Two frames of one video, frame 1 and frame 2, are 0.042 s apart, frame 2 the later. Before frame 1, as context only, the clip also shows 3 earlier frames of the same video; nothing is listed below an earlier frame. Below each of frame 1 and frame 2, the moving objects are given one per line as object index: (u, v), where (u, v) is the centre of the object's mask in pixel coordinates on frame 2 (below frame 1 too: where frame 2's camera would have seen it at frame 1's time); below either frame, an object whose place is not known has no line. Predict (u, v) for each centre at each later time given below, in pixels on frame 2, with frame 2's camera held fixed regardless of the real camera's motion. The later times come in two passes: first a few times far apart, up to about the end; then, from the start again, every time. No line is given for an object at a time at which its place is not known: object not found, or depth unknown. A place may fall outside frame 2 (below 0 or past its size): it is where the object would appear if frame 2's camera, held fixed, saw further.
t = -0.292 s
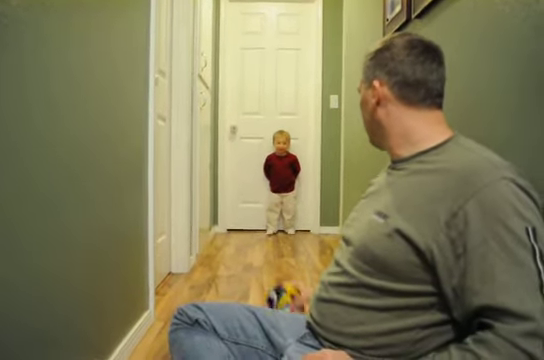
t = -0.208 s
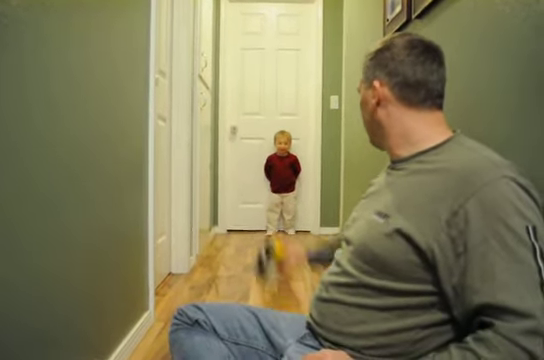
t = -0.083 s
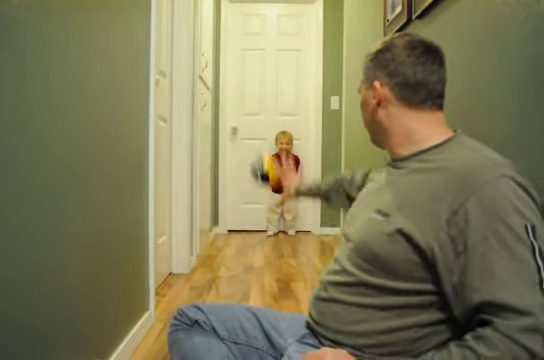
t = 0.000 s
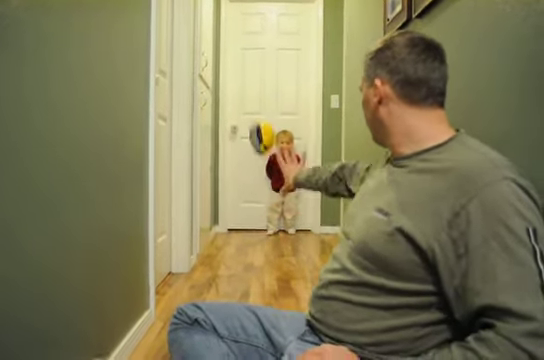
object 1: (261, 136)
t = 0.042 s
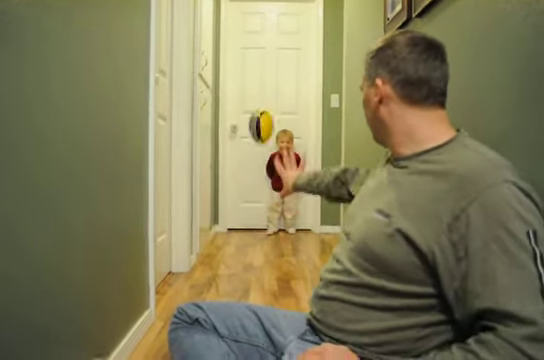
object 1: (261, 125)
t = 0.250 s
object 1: (256, 125)
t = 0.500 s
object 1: (253, 194)
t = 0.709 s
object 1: (251, 221)
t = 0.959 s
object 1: (251, 229)
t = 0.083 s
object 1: (260, 119)
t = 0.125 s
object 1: (259, 117)
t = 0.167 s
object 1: (258, 119)
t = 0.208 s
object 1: (257, 121)
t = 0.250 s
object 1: (256, 125)
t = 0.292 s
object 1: (256, 132)
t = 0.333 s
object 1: (255, 141)
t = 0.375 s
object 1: (254, 153)
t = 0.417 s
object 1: (254, 165)
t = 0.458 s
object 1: (253, 178)
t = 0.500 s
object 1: (253, 194)
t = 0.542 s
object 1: (252, 209)
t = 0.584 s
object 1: (251, 219)
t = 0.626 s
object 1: (251, 227)
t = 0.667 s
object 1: (251, 223)
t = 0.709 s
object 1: (251, 221)
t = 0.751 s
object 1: (251, 221)
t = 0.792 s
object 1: (251, 222)
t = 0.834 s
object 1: (251, 225)
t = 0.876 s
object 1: (251, 232)
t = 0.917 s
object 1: (251, 234)
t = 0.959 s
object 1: (251, 229)
